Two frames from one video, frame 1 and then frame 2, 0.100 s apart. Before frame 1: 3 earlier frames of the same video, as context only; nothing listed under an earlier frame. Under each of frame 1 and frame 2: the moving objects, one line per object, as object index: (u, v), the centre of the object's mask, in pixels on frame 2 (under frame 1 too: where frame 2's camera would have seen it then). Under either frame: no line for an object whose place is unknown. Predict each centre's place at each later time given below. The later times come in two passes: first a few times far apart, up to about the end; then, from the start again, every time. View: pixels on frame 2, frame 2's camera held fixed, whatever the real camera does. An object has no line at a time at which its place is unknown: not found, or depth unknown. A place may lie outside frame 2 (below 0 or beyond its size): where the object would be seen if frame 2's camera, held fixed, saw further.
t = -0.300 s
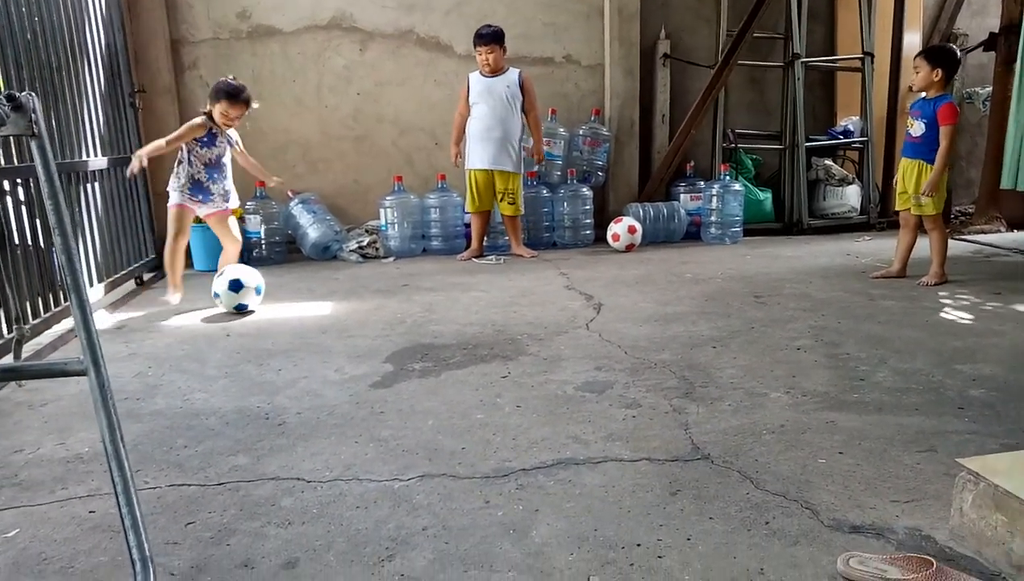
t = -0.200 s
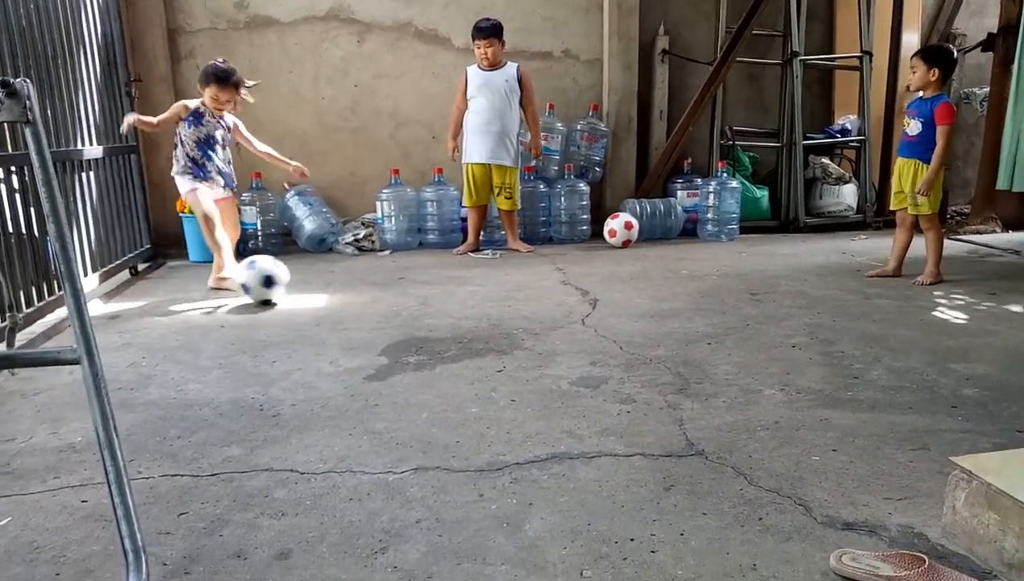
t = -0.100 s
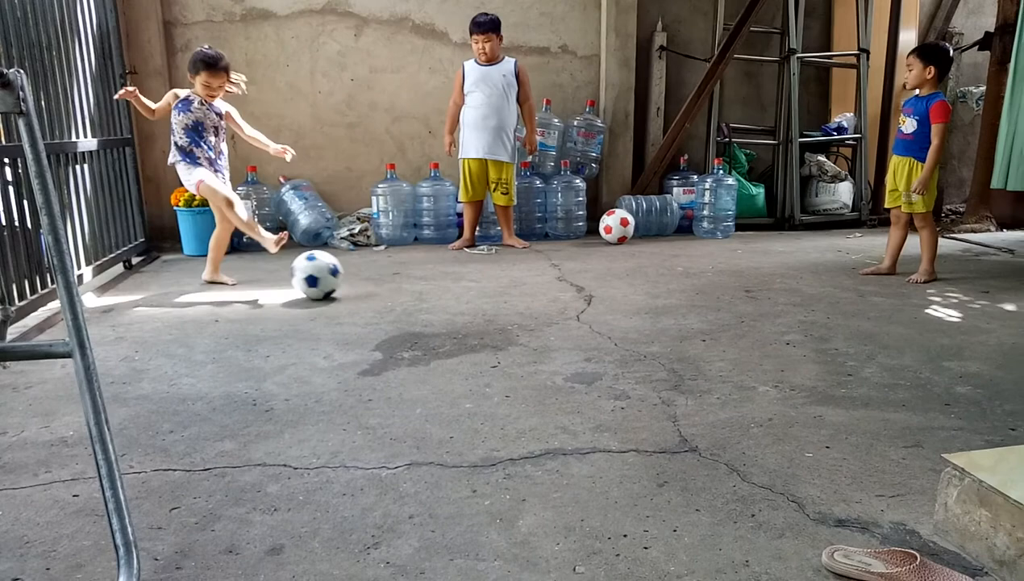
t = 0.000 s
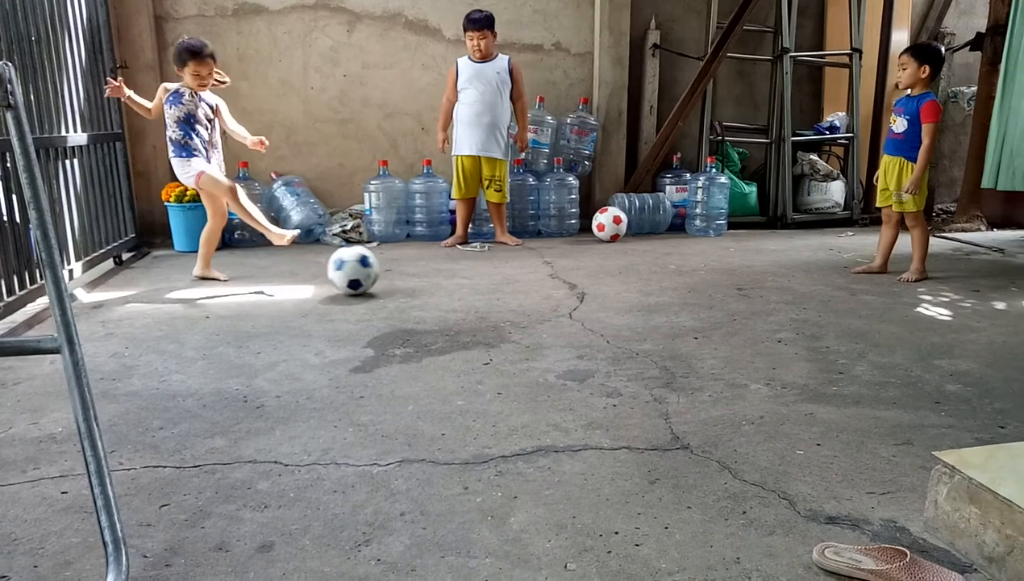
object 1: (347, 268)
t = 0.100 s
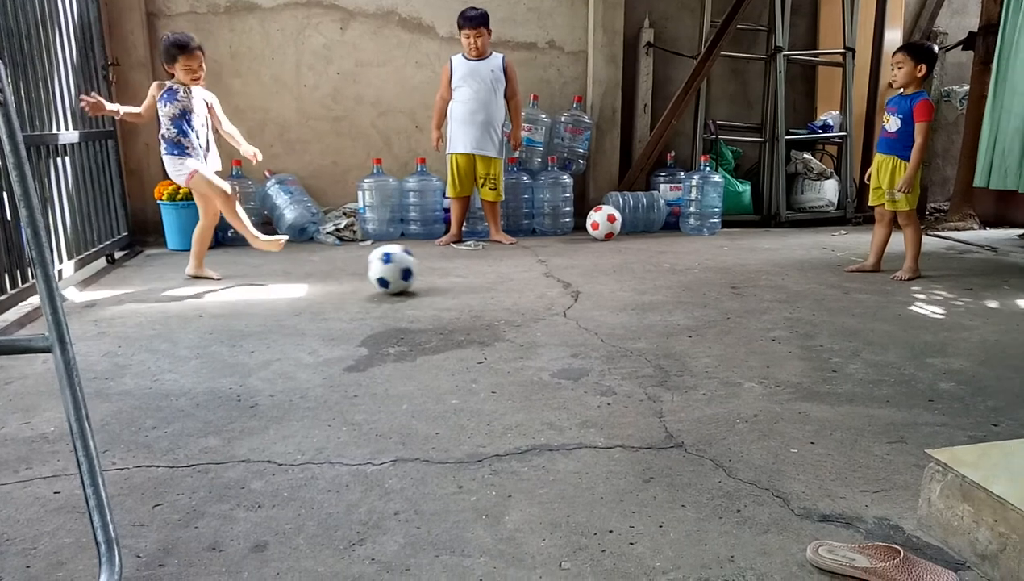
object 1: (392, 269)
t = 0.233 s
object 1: (453, 269)
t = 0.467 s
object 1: (553, 269)
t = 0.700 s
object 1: (650, 267)
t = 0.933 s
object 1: (746, 270)
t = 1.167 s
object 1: (836, 269)
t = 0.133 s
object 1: (408, 268)
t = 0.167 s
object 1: (423, 269)
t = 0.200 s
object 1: (438, 269)
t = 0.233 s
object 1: (453, 269)
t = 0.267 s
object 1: (467, 267)
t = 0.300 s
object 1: (481, 268)
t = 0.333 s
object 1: (495, 268)
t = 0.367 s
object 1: (509, 269)
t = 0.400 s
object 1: (523, 268)
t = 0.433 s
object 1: (537, 269)
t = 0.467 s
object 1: (553, 269)
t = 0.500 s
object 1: (567, 268)
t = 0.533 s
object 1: (581, 269)
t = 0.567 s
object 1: (596, 269)
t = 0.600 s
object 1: (610, 269)
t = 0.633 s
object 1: (624, 270)
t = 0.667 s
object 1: (636, 268)
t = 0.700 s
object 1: (650, 267)
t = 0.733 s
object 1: (664, 269)
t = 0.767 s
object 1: (676, 269)
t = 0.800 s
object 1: (691, 268)
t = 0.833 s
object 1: (705, 270)
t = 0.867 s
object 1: (719, 268)
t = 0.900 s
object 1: (733, 269)
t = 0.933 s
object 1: (746, 270)
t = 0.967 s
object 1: (759, 270)
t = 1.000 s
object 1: (772, 269)
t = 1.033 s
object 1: (785, 270)
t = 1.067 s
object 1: (798, 268)
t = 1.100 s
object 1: (811, 269)
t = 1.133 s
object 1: (823, 269)
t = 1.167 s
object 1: (836, 269)
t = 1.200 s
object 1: (850, 269)
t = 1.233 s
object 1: (863, 270)
